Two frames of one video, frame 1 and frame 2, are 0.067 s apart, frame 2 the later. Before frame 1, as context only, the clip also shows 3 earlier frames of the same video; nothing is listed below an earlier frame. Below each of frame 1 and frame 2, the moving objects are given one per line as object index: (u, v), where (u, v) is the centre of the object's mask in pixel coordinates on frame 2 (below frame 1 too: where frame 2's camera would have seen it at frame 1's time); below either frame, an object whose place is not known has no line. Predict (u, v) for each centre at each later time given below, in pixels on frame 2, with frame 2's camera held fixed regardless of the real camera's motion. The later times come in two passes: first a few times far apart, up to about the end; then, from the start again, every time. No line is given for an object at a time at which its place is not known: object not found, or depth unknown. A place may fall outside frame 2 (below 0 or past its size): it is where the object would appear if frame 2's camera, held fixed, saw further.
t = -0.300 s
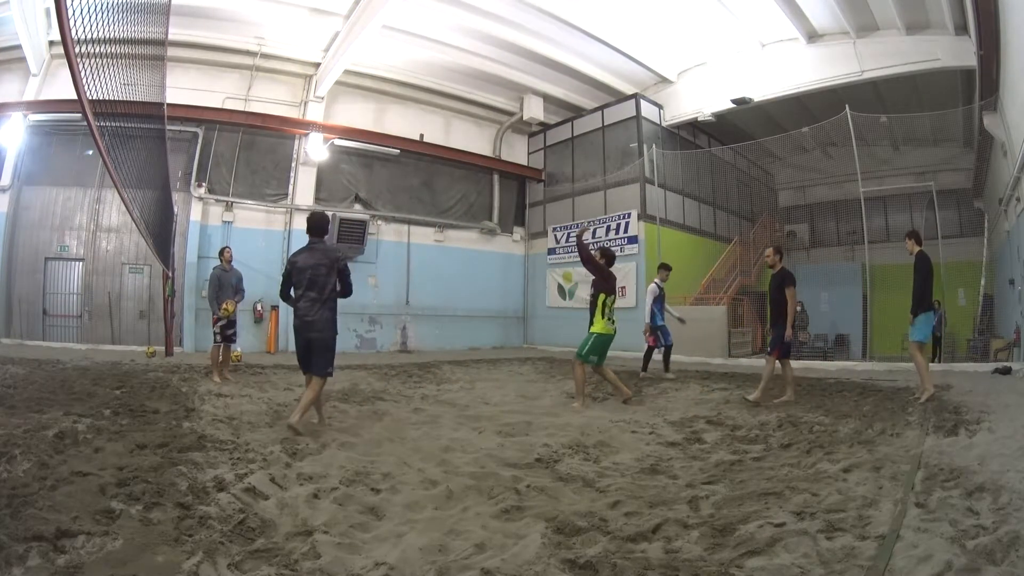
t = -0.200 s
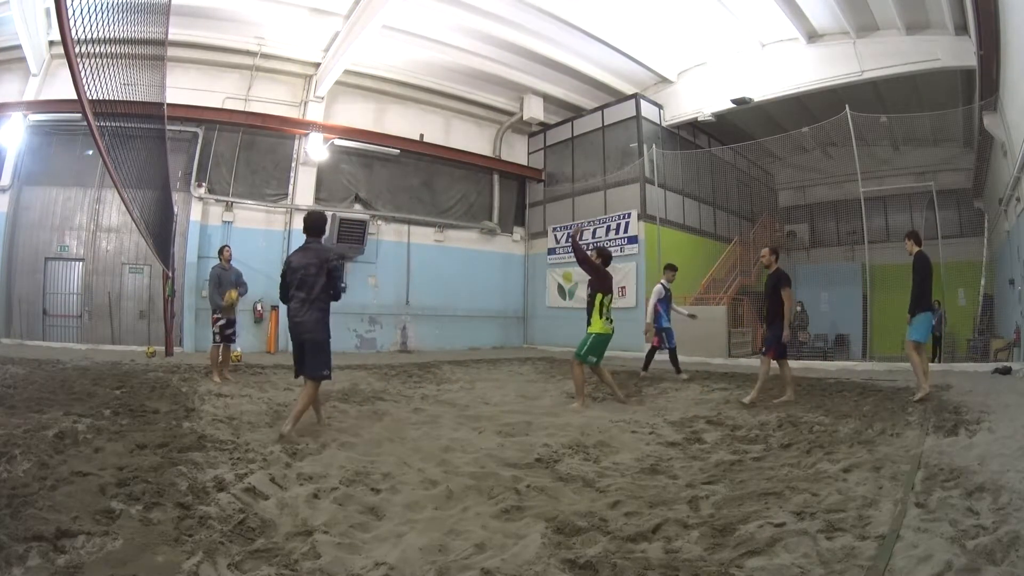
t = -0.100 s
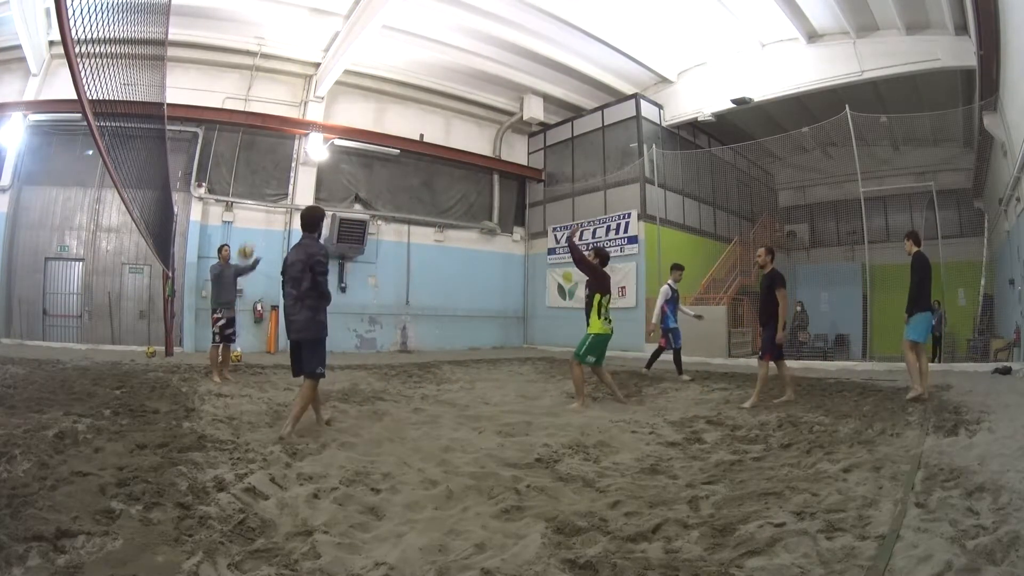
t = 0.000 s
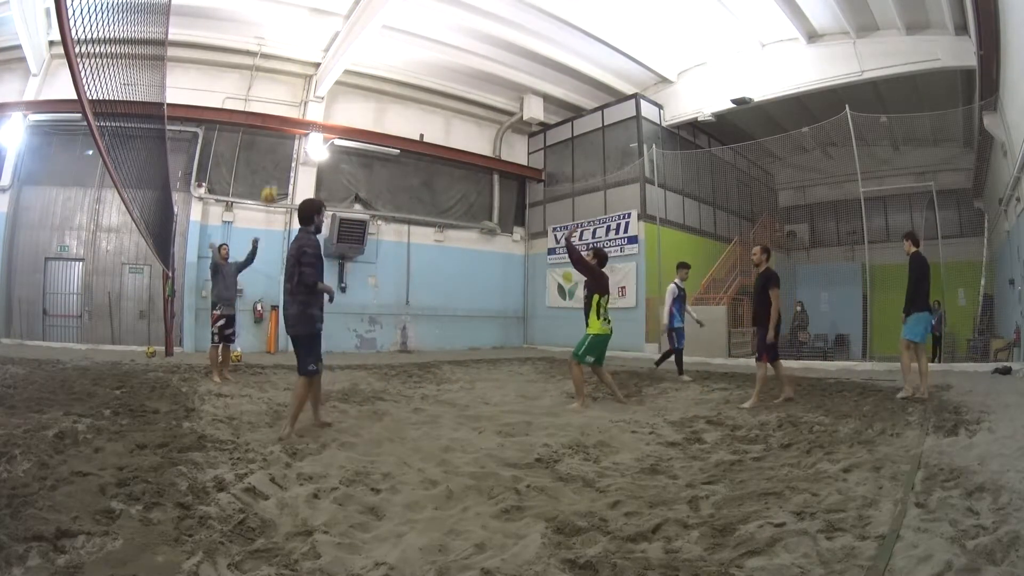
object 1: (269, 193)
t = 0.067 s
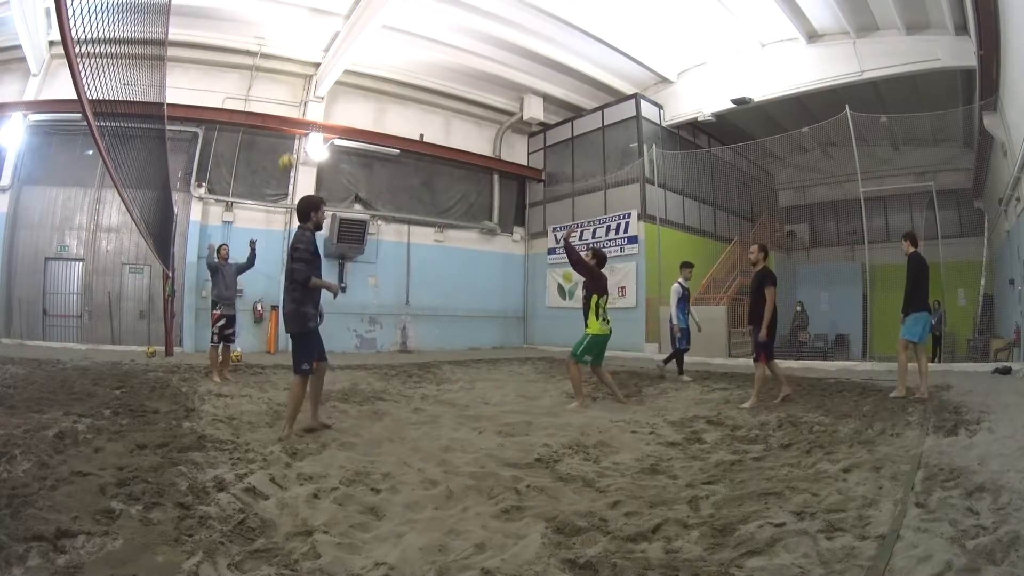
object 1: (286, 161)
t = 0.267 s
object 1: (339, 89)
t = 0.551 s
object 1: (408, 41)
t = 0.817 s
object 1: (469, 45)
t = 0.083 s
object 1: (290, 154)
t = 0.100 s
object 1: (293, 147)
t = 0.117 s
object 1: (298, 141)
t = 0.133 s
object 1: (304, 132)
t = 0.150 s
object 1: (306, 128)
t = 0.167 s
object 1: (313, 121)
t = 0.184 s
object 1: (317, 115)
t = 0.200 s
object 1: (321, 109)
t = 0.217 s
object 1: (324, 104)
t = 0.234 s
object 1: (330, 99)
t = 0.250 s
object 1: (334, 94)
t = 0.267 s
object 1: (339, 89)
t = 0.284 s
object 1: (342, 85)
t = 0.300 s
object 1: (347, 80)
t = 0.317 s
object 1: (351, 76)
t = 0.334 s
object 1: (355, 72)
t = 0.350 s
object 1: (359, 69)
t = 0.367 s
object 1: (363, 66)
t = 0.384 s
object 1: (368, 62)
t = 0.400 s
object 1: (372, 59)
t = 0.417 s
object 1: (376, 57)
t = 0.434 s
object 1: (380, 54)
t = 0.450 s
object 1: (384, 52)
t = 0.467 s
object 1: (388, 49)
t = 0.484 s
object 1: (393, 47)
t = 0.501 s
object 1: (397, 45)
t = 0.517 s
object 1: (400, 43)
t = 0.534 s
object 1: (404, 42)
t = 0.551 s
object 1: (408, 41)
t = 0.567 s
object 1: (412, 40)
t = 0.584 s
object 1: (415, 39)
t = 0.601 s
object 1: (419, 39)
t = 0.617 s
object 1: (423, 38)
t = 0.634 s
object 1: (427, 37)
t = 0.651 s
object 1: (431, 37)
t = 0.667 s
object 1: (435, 37)
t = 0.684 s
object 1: (439, 37)
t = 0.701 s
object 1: (442, 37)
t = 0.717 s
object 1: (446, 38)
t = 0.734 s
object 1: (450, 39)
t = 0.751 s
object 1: (454, 39)
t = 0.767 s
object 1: (457, 40)
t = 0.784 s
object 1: (462, 42)
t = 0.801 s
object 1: (465, 43)
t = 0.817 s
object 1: (469, 45)
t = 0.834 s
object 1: (473, 47)
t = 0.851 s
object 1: (476, 48)
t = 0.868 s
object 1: (480, 50)
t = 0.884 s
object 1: (484, 52)
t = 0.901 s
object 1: (487, 55)
